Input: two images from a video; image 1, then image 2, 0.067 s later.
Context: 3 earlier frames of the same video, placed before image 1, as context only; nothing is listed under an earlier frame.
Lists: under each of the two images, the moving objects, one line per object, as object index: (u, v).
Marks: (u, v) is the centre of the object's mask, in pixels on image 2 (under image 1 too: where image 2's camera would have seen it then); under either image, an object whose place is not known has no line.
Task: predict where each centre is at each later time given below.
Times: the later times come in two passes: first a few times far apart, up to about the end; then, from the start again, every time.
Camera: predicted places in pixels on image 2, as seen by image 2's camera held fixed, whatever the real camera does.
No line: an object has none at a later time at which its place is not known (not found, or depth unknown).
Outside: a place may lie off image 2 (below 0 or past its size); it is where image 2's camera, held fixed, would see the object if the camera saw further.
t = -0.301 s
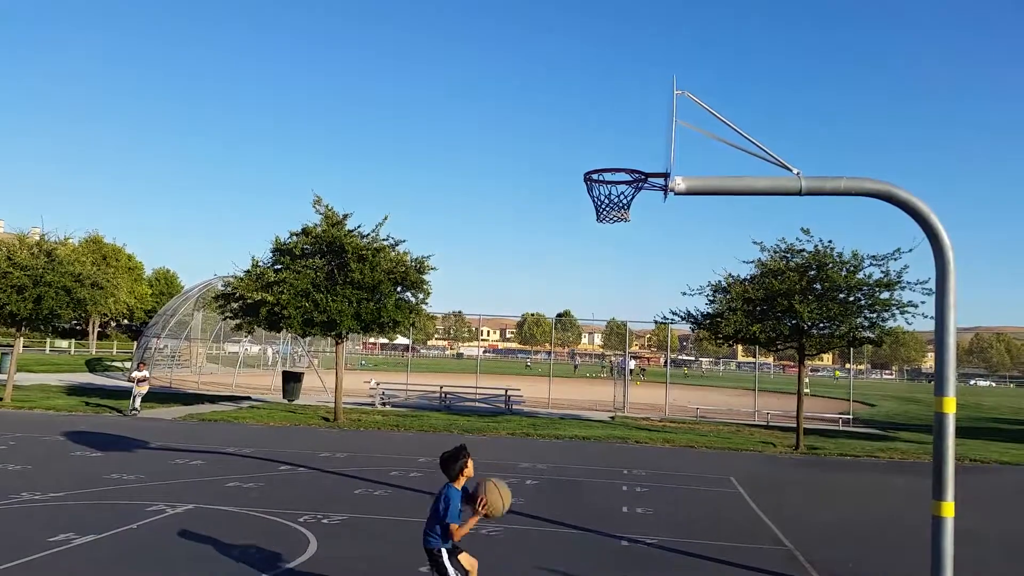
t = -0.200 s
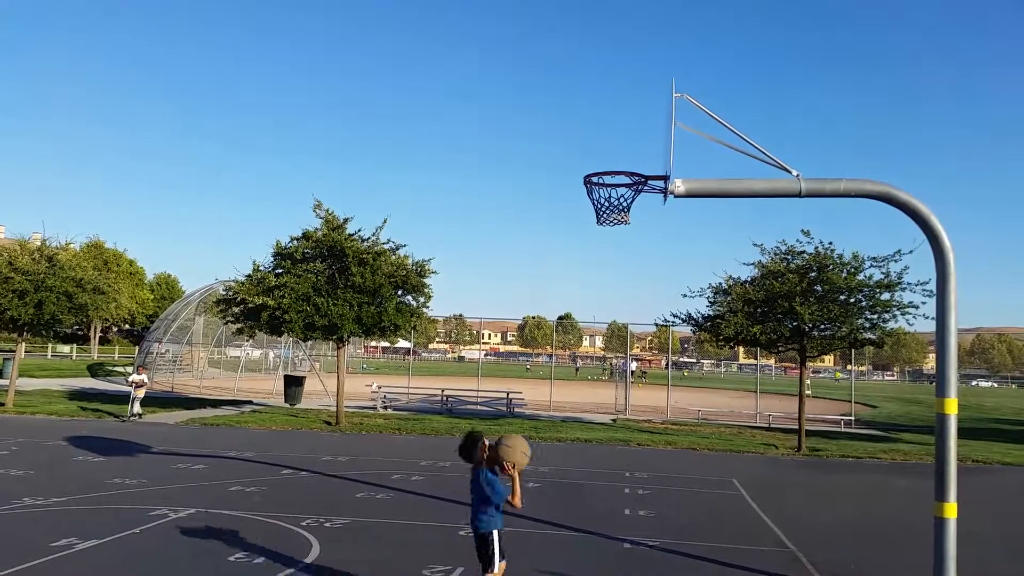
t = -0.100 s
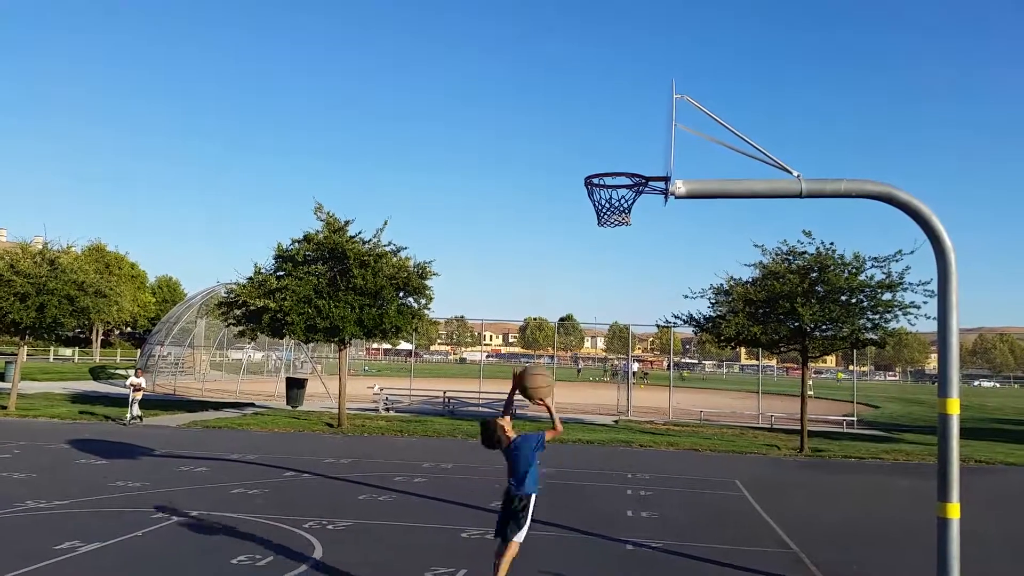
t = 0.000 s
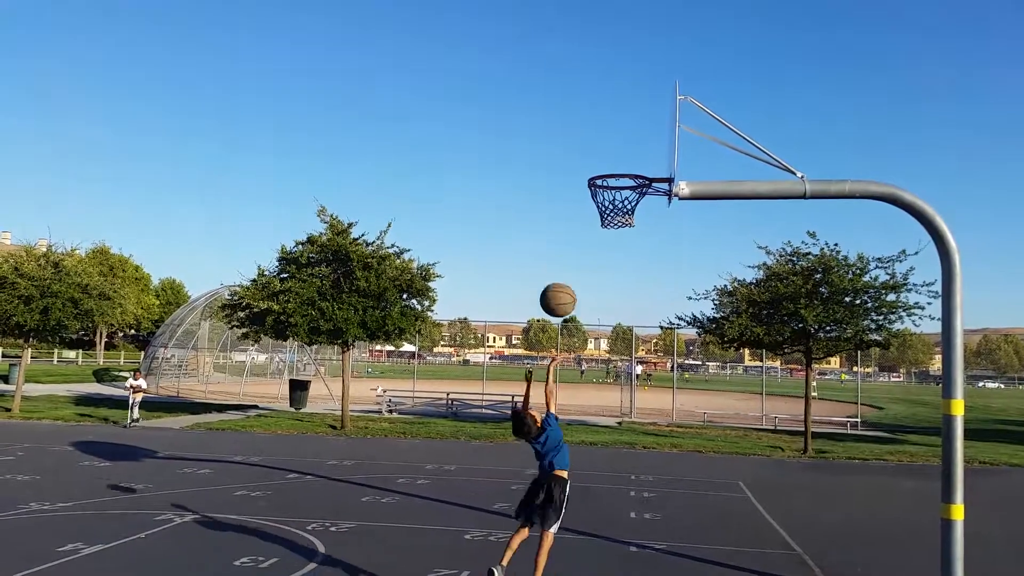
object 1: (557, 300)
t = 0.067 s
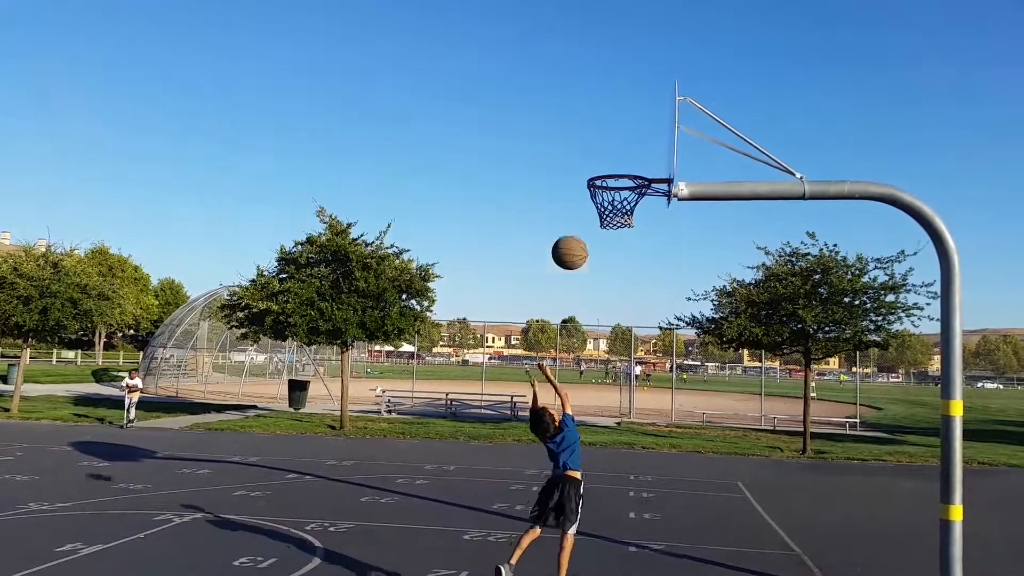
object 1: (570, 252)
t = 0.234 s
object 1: (596, 165)
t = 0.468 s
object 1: (627, 114)
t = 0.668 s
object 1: (650, 133)
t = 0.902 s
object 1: (621, 171)
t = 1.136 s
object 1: (620, 182)
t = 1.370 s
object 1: (618, 208)
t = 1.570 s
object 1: (604, 212)
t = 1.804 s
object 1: (616, 215)
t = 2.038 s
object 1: (614, 243)
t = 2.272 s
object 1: (605, 328)
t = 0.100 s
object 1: (576, 231)
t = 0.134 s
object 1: (581, 212)
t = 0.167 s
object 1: (587, 195)
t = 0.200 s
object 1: (592, 179)
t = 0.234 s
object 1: (596, 165)
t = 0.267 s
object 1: (601, 153)
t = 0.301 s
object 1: (606, 142)
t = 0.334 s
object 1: (611, 134)
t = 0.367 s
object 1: (615, 126)
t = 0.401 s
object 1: (620, 121)
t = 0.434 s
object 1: (623, 117)
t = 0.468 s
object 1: (627, 114)
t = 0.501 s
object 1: (630, 114)
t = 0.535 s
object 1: (634, 115)
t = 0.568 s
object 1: (639, 118)
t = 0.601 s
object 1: (643, 121)
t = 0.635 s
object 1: (647, 126)
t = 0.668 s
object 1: (650, 133)
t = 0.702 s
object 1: (654, 141)
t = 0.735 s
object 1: (649, 147)
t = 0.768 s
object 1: (646, 154)
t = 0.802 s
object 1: (642, 162)
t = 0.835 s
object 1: (638, 170)
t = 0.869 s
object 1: (630, 169)
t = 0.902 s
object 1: (621, 171)
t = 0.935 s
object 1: (611, 174)
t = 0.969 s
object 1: (603, 178)
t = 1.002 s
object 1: (602, 179)
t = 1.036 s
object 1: (608, 178)
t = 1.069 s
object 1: (612, 178)
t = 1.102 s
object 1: (617, 180)
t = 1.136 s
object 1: (620, 182)
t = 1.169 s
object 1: (622, 185)
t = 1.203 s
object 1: (625, 191)
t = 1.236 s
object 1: (626, 198)
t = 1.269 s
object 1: (626, 203)
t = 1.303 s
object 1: (624, 206)
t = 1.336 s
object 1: (621, 208)
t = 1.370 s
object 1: (618, 208)
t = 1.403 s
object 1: (616, 208)
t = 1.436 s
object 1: (613, 209)
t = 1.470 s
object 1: (610, 210)
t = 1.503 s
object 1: (607, 211)
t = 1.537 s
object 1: (605, 212)
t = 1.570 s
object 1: (604, 212)
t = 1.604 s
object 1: (603, 212)
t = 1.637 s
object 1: (605, 212)
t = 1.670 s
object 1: (607, 212)
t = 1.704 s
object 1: (610, 212)
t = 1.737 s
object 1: (611, 212)
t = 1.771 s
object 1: (614, 213)
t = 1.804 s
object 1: (616, 215)
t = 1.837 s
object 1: (617, 217)
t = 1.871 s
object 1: (618, 220)
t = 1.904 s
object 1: (618, 224)
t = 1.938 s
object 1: (617, 226)
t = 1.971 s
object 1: (617, 231)
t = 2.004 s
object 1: (616, 235)
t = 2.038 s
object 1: (614, 243)
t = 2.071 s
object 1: (613, 251)
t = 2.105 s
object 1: (612, 260)
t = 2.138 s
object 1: (611, 270)
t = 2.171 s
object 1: (610, 283)
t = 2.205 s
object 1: (608, 296)
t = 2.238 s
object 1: (606, 311)
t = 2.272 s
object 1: (605, 328)
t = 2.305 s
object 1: (603, 346)
